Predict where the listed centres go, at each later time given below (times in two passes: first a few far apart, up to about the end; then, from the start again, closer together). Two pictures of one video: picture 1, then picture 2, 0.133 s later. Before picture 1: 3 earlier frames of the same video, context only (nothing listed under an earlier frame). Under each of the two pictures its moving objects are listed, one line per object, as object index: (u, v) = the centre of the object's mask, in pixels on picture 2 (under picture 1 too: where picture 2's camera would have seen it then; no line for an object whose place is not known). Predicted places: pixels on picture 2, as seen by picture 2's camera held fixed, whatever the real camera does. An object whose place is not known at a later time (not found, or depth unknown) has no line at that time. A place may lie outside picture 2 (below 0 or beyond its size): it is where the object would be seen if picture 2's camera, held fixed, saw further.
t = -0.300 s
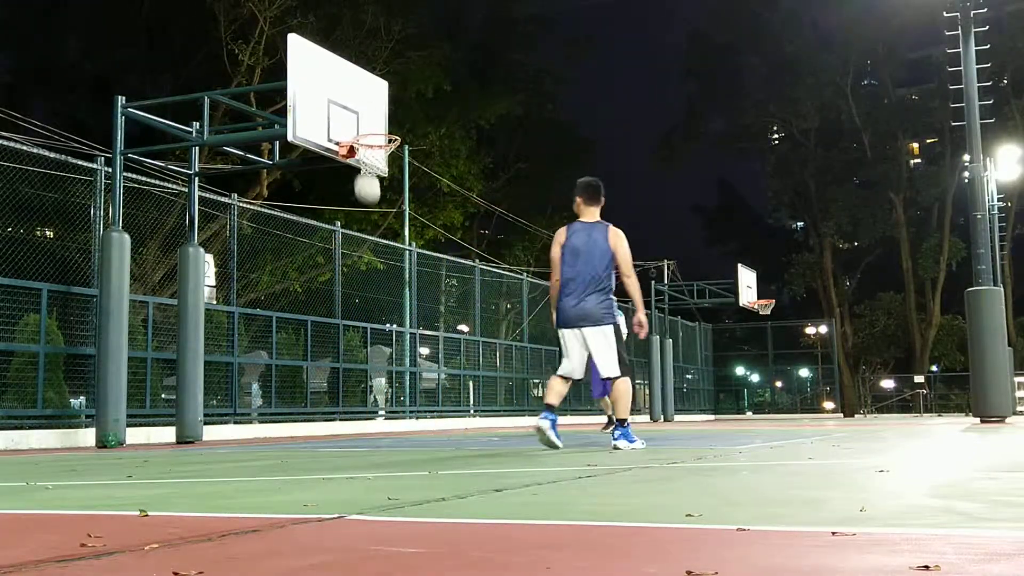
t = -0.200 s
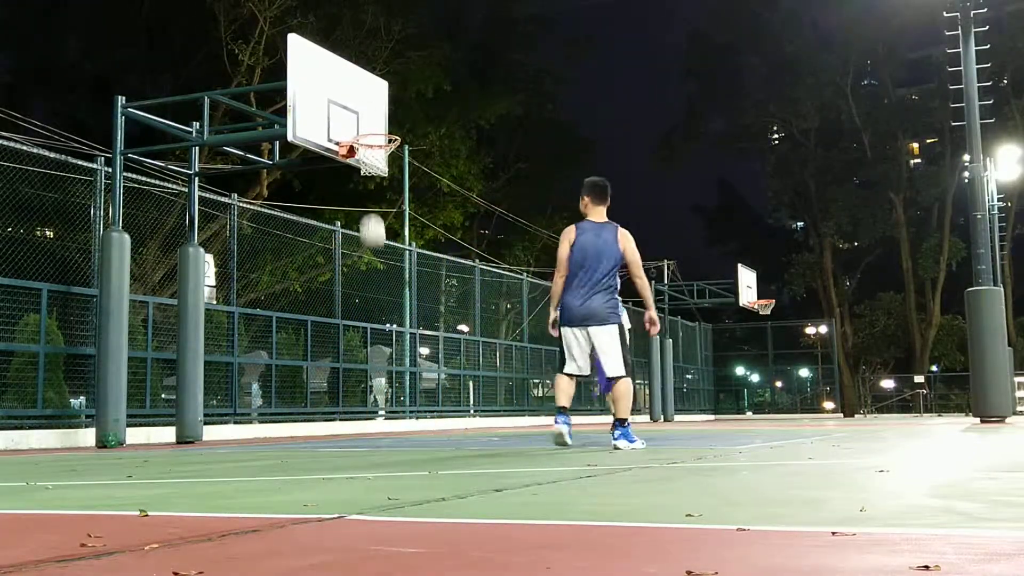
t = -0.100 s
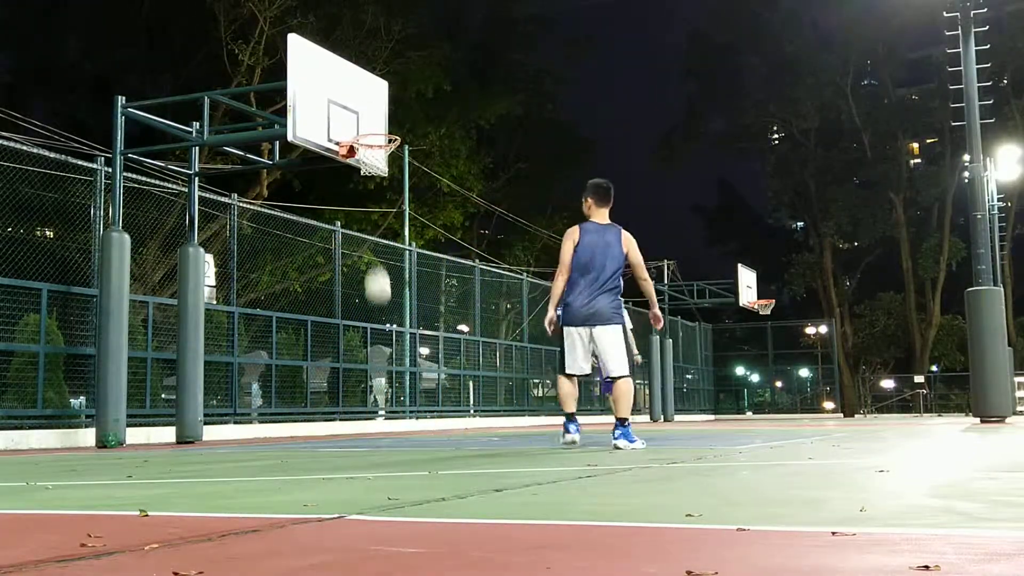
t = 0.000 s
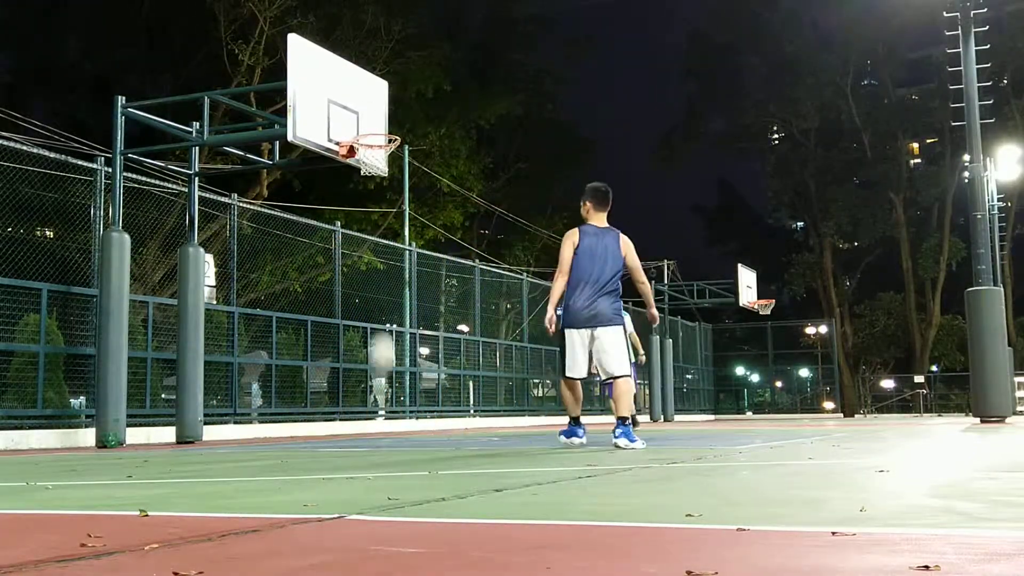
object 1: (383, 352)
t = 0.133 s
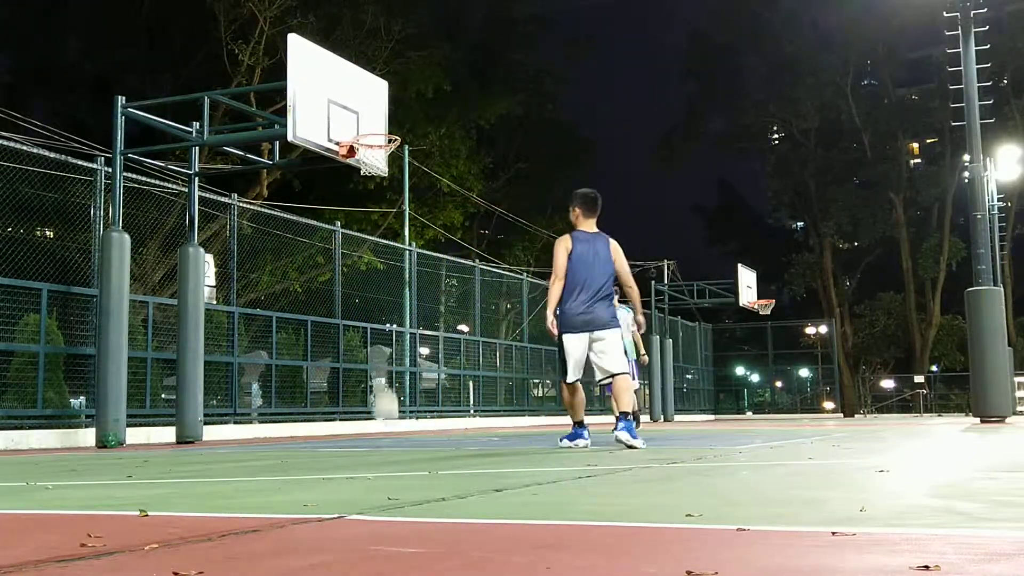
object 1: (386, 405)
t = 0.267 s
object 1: (381, 327)
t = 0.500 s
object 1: (372, 232)
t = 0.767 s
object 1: (363, 193)
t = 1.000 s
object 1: (355, 219)
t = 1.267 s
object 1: (344, 325)
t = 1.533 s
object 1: (335, 373)
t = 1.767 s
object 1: (329, 284)
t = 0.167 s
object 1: (384, 385)
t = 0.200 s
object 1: (382, 363)
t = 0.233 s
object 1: (381, 346)
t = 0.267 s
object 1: (381, 327)
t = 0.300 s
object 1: (380, 309)
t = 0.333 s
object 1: (378, 295)
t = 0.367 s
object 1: (377, 280)
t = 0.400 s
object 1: (376, 266)
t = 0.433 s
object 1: (375, 254)
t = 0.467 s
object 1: (374, 242)
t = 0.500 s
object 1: (372, 232)
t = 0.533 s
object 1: (371, 223)
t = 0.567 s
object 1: (370, 216)
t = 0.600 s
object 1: (369, 209)
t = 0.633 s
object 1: (367, 204)
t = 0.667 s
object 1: (366, 199)
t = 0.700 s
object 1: (365, 196)
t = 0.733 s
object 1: (364, 194)
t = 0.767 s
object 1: (363, 193)
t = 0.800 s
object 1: (361, 194)
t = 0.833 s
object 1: (360, 195)
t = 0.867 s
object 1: (359, 197)
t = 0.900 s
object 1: (358, 201)
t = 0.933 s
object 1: (357, 206)
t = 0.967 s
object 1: (356, 213)
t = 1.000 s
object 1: (355, 219)
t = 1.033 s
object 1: (354, 228)
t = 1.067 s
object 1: (353, 238)
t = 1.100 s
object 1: (351, 250)
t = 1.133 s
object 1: (350, 263)
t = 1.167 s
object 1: (348, 277)
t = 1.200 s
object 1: (347, 291)
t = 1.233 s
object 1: (346, 307)
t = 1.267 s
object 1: (344, 325)
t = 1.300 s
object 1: (343, 344)
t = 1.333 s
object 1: (342, 366)
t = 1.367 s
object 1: (340, 388)
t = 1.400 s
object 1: (339, 408)
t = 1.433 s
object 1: (337, 429)
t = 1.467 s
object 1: (336, 407)
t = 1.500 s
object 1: (336, 391)
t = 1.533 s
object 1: (335, 373)
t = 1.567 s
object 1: (334, 357)
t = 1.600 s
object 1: (333, 341)
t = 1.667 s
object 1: (331, 316)
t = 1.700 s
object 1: (330, 303)
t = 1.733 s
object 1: (329, 292)
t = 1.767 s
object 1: (329, 284)
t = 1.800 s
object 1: (327, 276)
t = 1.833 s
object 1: (326, 270)
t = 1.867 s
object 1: (325, 266)
